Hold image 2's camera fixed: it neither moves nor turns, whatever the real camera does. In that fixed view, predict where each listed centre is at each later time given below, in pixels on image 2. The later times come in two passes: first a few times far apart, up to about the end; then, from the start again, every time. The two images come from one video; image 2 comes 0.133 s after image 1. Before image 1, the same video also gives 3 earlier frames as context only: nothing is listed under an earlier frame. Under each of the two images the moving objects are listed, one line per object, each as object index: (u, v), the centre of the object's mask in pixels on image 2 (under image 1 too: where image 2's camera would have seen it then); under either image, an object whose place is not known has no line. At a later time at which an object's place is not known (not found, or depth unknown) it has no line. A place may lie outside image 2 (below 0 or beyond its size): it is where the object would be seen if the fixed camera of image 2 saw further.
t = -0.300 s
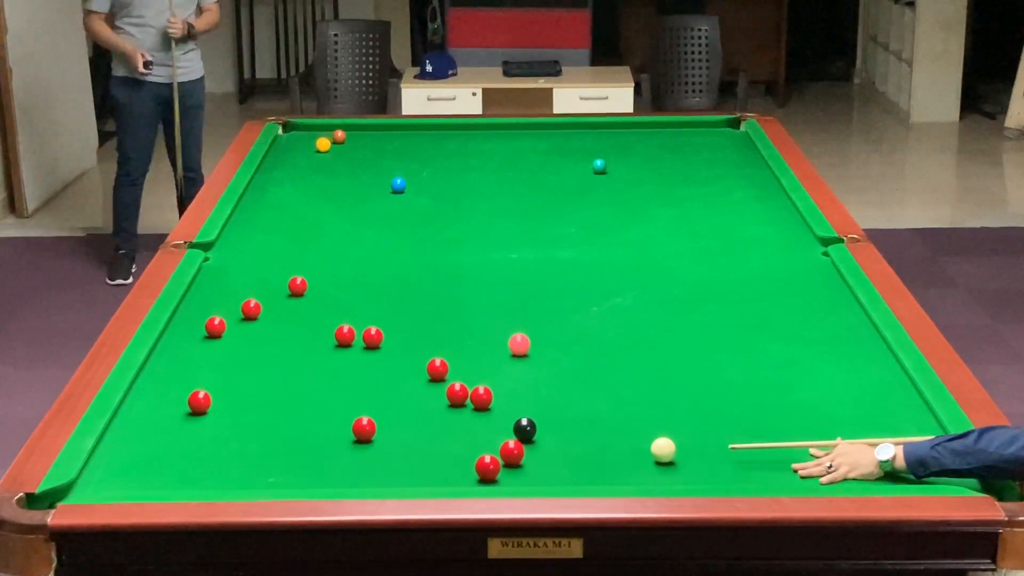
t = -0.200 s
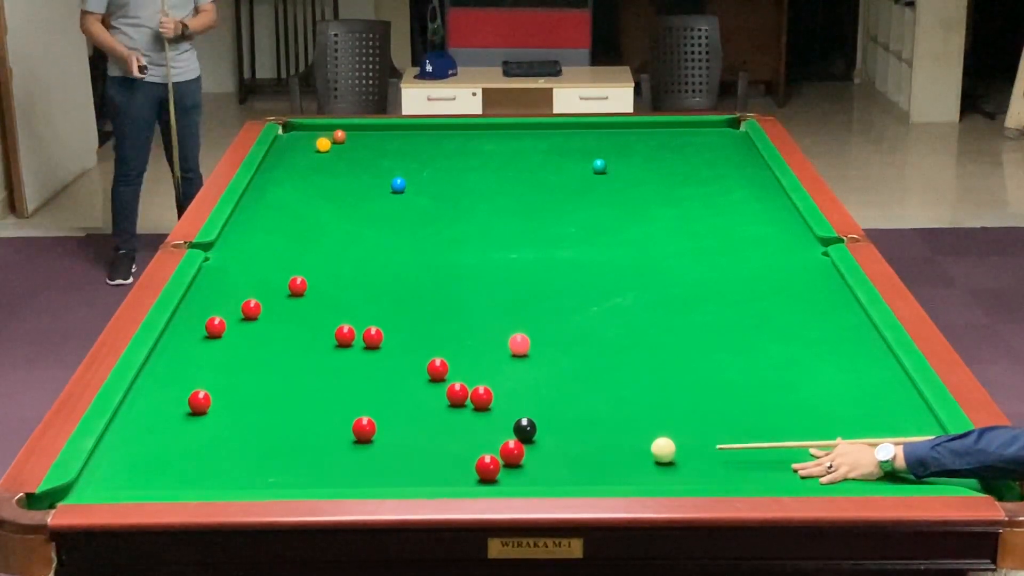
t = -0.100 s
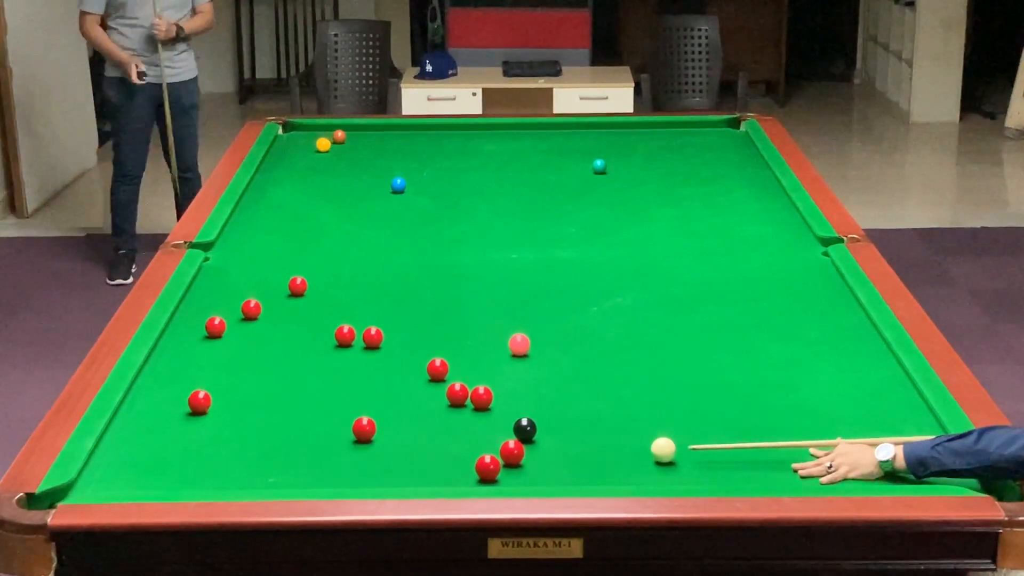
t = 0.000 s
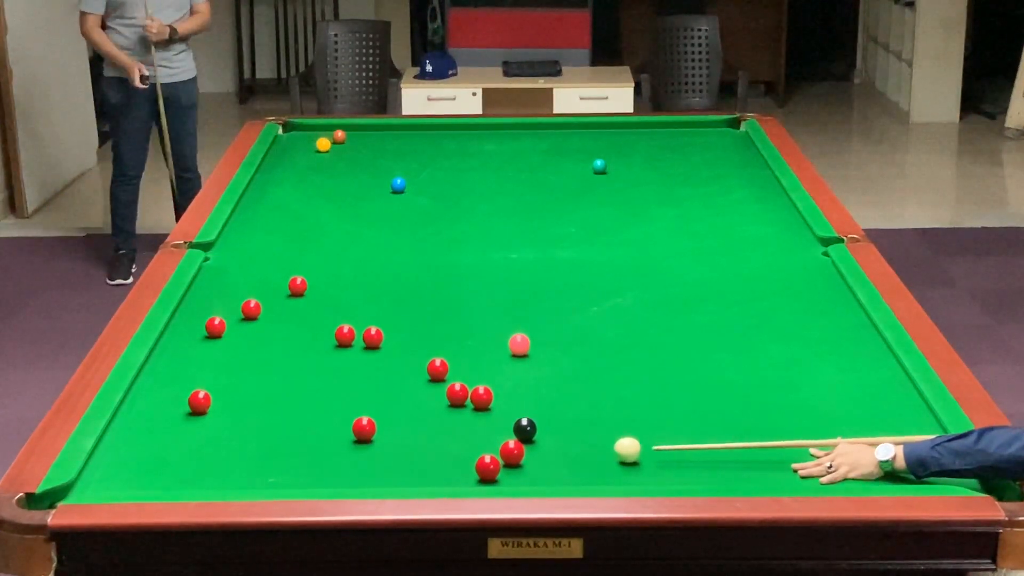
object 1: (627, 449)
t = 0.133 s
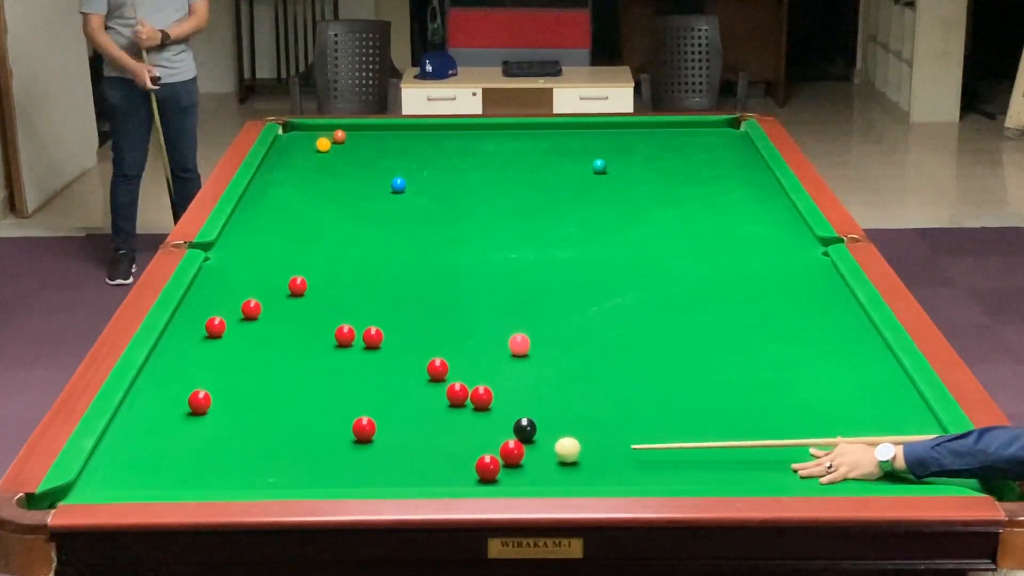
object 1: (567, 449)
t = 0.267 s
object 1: (533, 448)
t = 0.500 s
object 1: (510, 442)
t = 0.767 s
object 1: (485, 436)
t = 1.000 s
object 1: (466, 432)
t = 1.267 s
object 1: (446, 428)
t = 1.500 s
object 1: (431, 424)
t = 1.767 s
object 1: (416, 421)
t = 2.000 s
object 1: (405, 418)
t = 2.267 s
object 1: (394, 416)
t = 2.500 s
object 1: (387, 415)
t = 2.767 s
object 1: (380, 413)
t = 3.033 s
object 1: (376, 412)
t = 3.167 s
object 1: (375, 411)
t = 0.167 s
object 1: (553, 449)
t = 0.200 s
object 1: (539, 450)
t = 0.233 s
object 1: (535, 449)
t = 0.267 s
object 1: (533, 448)
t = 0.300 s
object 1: (530, 447)
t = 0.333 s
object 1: (526, 446)
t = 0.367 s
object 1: (523, 445)
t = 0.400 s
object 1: (520, 445)
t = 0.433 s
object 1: (516, 444)
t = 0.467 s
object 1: (513, 443)
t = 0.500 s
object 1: (510, 442)
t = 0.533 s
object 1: (507, 442)
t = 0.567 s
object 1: (504, 441)
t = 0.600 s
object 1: (500, 440)
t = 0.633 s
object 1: (497, 439)
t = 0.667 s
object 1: (494, 439)
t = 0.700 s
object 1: (491, 438)
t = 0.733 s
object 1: (488, 437)
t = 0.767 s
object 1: (485, 436)
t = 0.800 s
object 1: (482, 436)
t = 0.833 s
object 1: (479, 435)
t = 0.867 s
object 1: (476, 434)
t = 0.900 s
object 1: (474, 434)
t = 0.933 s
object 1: (471, 433)
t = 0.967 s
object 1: (468, 433)
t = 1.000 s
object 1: (466, 432)
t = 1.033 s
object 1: (463, 431)
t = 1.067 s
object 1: (460, 431)
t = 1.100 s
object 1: (458, 430)
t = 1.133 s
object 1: (456, 430)
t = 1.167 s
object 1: (453, 429)
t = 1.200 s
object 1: (451, 429)
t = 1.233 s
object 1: (448, 428)
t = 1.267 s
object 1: (446, 428)
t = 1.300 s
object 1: (444, 427)
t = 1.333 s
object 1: (441, 427)
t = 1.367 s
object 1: (439, 426)
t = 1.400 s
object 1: (437, 426)
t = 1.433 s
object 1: (435, 425)
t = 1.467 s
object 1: (433, 425)
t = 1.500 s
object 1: (431, 424)
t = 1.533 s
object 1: (429, 424)
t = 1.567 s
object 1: (427, 423)
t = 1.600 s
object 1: (425, 423)
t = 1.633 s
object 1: (423, 423)
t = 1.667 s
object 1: (421, 422)
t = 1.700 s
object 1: (420, 421)
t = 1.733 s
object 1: (418, 421)
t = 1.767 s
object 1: (416, 421)
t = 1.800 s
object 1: (414, 421)
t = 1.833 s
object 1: (413, 420)
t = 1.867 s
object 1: (411, 420)
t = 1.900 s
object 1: (410, 419)
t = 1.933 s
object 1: (408, 419)
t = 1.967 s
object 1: (407, 419)
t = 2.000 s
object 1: (405, 418)
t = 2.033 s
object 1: (403, 418)
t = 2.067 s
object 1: (402, 418)
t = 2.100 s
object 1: (400, 418)
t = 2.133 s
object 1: (399, 418)
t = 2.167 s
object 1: (398, 417)
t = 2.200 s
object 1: (397, 417)
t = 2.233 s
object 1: (395, 416)
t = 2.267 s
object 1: (394, 416)
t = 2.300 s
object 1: (393, 416)
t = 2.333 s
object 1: (392, 416)
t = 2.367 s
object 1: (390, 416)
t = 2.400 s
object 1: (389, 416)
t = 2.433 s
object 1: (389, 415)
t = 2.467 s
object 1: (388, 415)
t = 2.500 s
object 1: (387, 415)
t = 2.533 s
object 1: (386, 415)
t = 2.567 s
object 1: (385, 415)
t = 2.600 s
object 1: (384, 414)
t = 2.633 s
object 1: (383, 414)
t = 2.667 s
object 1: (382, 414)
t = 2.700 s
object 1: (382, 413)
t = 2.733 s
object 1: (381, 413)
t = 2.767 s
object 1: (380, 413)
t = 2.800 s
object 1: (380, 413)
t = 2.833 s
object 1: (379, 413)
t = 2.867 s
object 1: (379, 413)
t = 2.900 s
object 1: (378, 412)
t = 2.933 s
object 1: (378, 412)
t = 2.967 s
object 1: (377, 412)
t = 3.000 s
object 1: (377, 412)
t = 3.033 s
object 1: (376, 412)
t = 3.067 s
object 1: (376, 412)
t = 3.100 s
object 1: (375, 412)
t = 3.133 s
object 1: (375, 412)
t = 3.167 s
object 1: (375, 411)
